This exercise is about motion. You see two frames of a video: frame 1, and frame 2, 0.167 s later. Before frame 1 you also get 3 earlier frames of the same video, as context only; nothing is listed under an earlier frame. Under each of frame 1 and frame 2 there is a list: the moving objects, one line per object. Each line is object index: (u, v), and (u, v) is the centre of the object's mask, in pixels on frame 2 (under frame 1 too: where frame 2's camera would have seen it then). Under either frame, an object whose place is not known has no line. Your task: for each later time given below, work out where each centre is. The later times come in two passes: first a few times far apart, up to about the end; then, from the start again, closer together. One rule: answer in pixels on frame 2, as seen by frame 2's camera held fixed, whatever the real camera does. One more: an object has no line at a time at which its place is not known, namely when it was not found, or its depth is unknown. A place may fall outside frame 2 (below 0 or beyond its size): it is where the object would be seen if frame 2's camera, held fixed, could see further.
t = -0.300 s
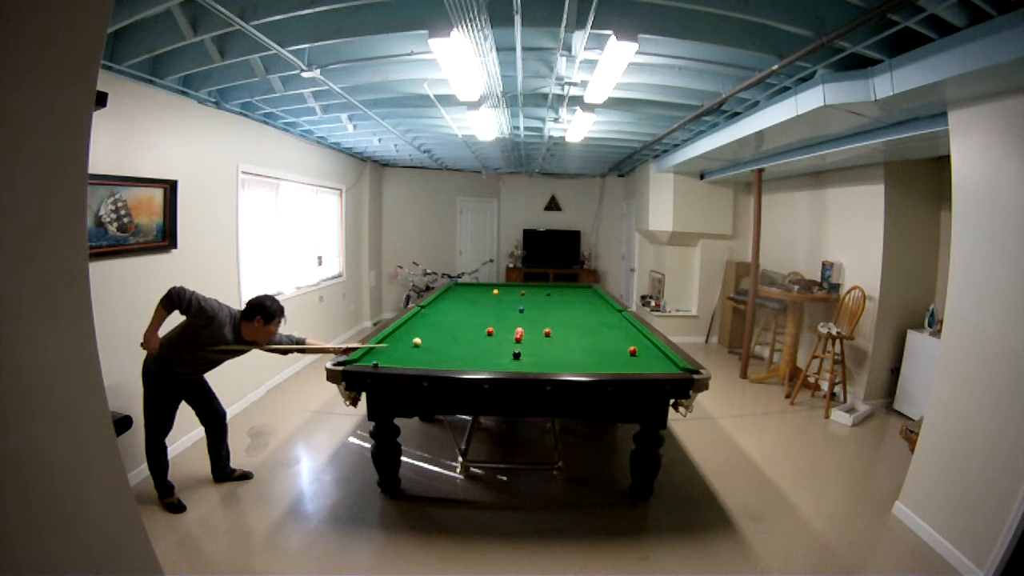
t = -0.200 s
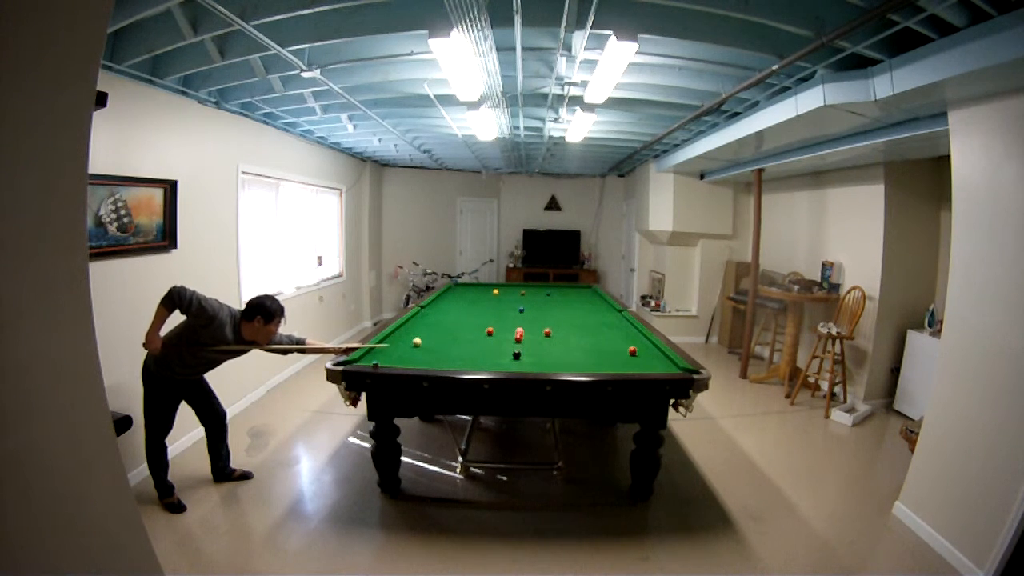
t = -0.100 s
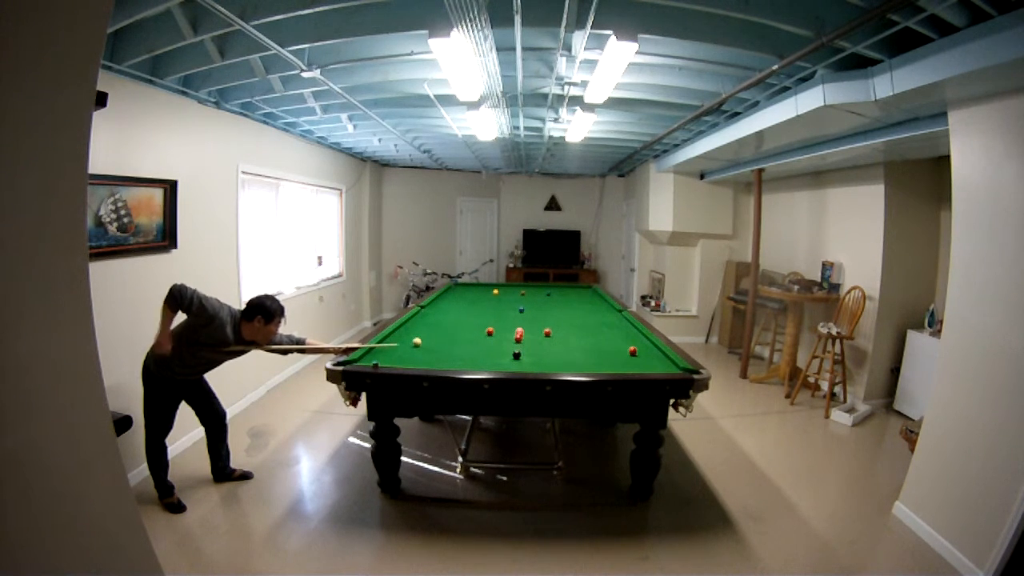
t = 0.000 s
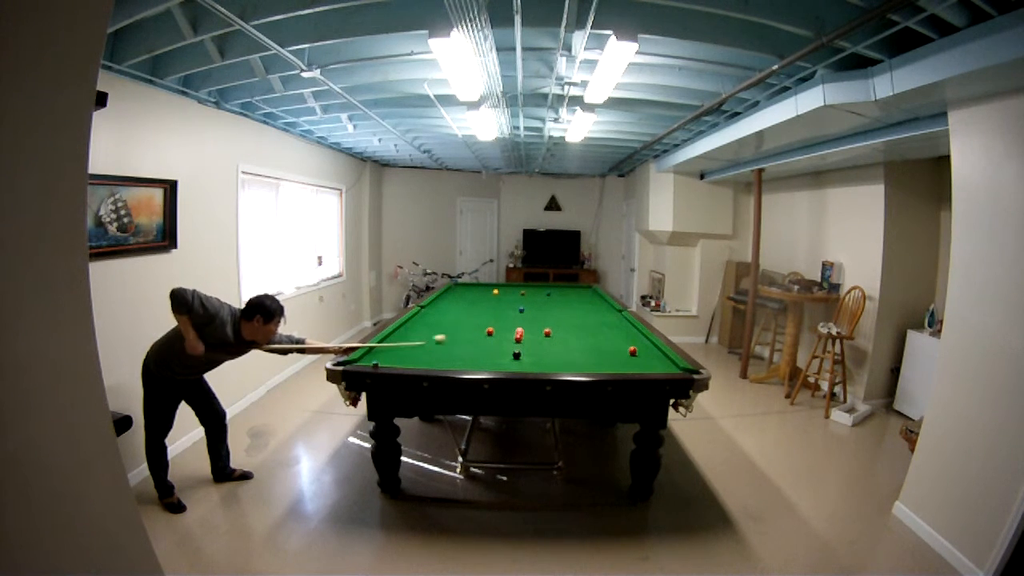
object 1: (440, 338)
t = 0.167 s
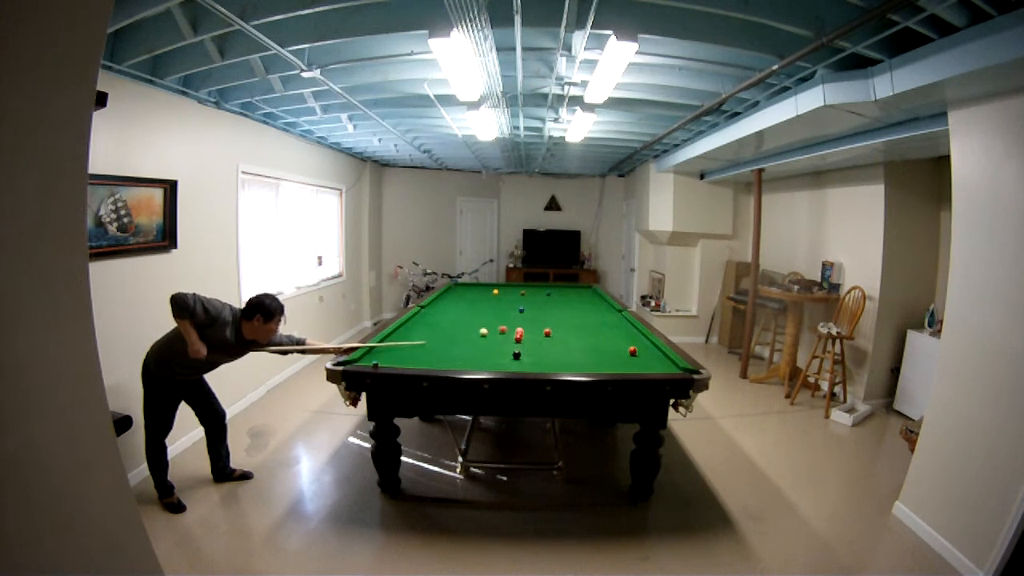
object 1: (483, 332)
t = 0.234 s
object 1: (482, 332)
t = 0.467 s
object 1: (473, 333)
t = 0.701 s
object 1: (463, 334)
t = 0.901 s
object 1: (456, 335)
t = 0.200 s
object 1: (483, 332)
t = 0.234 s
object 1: (482, 332)
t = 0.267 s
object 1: (481, 332)
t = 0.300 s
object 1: (480, 332)
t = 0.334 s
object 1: (478, 332)
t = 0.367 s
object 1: (477, 332)
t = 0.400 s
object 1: (476, 332)
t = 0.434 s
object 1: (474, 332)
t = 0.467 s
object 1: (473, 333)
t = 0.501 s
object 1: (471, 333)
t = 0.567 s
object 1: (468, 333)
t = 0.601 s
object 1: (467, 334)
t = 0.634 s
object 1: (466, 334)
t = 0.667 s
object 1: (465, 334)
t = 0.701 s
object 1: (463, 334)
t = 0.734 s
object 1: (462, 334)
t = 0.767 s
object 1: (460, 335)
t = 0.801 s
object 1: (459, 335)
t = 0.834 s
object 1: (458, 335)
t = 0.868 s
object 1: (457, 335)
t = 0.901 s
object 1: (456, 335)
